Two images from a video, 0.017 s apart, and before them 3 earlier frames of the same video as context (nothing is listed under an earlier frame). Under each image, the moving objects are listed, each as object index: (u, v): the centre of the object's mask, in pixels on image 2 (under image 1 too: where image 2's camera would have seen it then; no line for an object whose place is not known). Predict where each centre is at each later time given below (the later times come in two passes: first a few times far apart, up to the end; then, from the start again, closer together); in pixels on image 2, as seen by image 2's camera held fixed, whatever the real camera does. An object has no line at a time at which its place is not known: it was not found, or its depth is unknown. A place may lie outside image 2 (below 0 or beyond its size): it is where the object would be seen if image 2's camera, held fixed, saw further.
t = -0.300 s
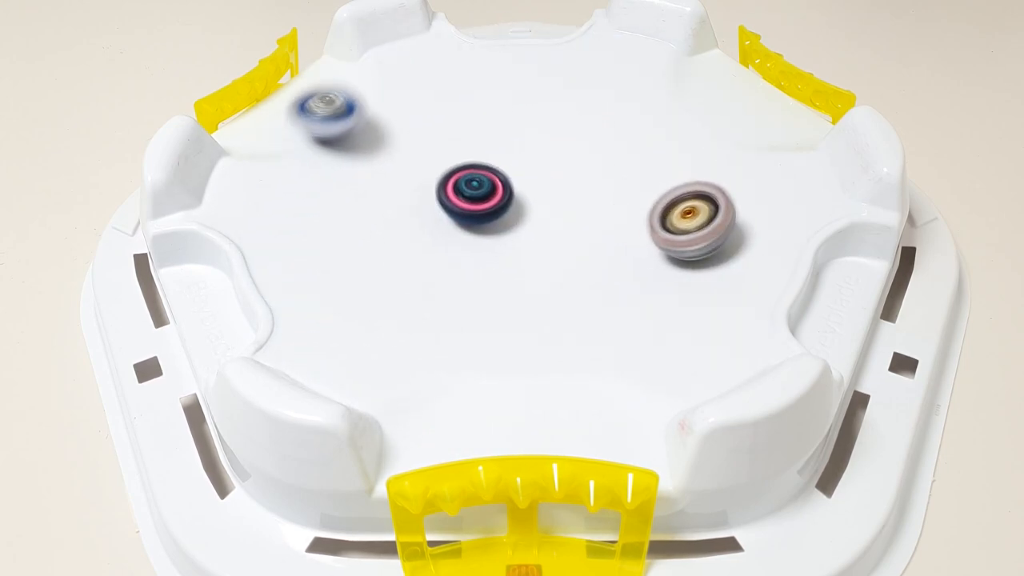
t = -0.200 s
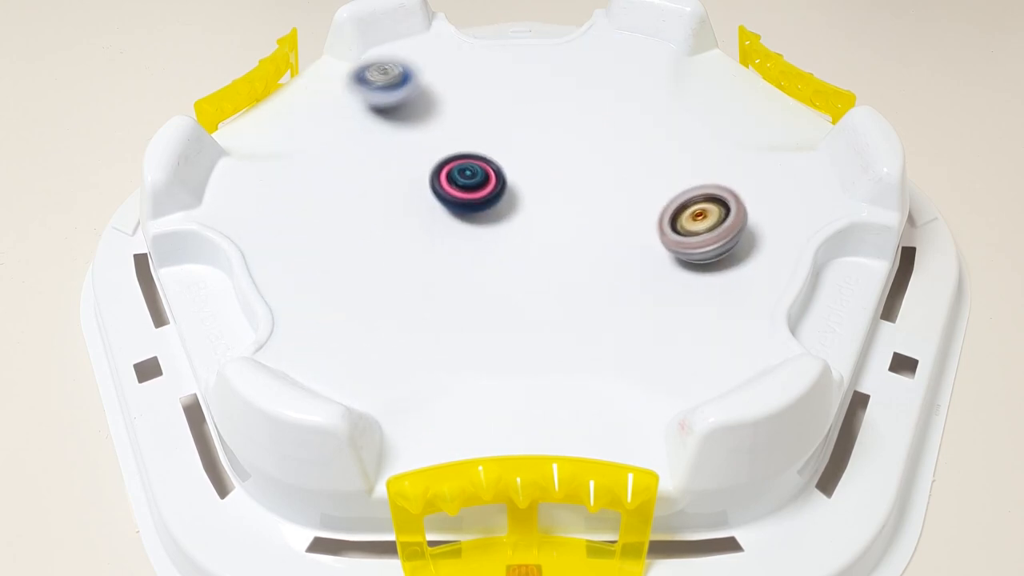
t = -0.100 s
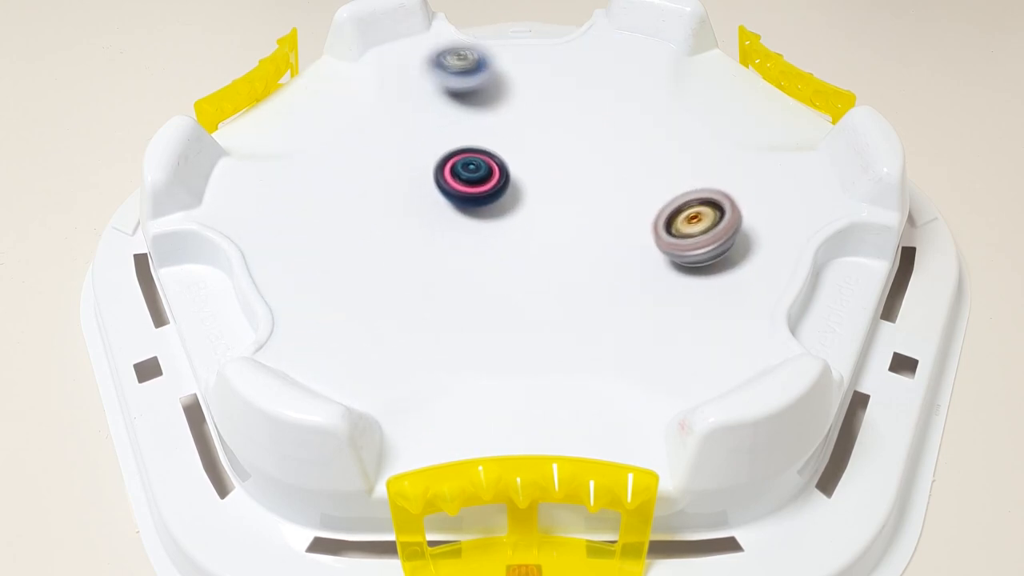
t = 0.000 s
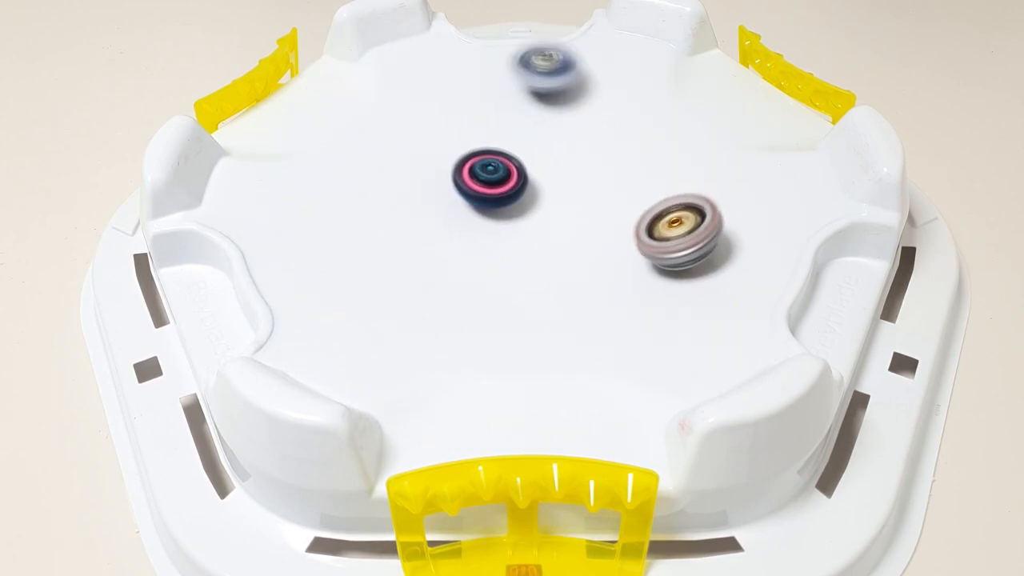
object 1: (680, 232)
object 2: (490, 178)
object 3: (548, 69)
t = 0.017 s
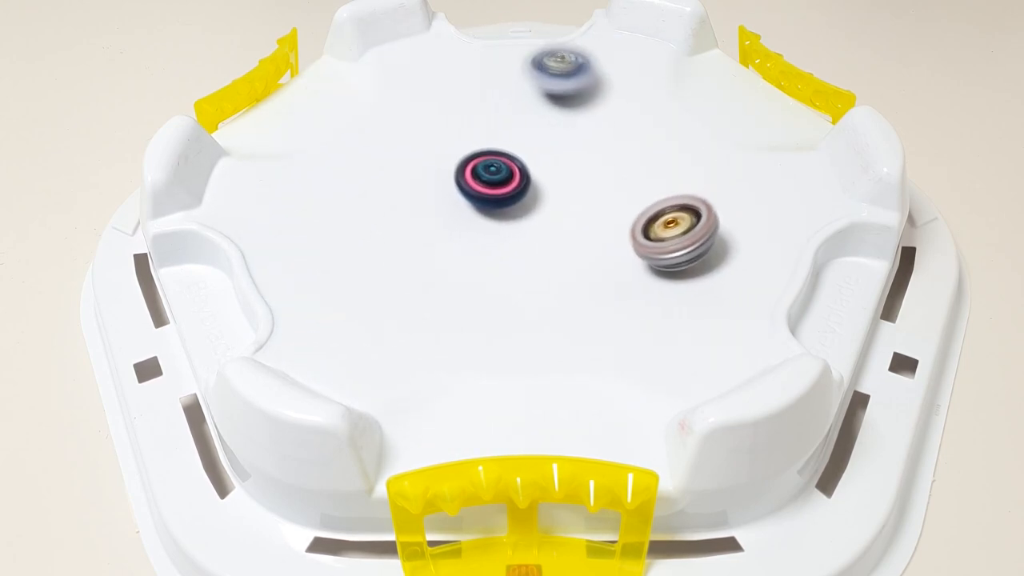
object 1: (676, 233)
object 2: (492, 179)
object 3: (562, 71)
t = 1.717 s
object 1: (452, 169)
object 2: (561, 273)
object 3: (648, 55)
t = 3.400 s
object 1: (502, 165)
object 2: (561, 250)
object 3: (631, 178)
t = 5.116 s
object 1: (523, 216)
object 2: (609, 244)
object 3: (600, 186)
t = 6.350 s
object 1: (451, 183)
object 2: (518, 239)
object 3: (607, 177)
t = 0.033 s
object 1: (671, 234)
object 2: (494, 180)
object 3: (578, 73)
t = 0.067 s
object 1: (661, 236)
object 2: (498, 182)
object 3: (605, 81)
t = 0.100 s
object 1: (650, 237)
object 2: (499, 185)
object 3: (634, 88)
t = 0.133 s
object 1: (638, 238)
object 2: (500, 189)
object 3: (658, 100)
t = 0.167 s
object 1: (625, 240)
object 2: (501, 193)
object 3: (683, 114)
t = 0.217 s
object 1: (604, 240)
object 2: (502, 200)
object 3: (711, 136)
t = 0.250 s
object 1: (589, 240)
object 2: (503, 203)
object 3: (726, 153)
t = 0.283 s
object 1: (573, 239)
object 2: (502, 206)
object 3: (735, 172)
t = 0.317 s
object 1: (558, 239)
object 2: (498, 208)
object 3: (741, 192)
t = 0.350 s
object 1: (551, 242)
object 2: (491, 207)
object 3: (742, 215)
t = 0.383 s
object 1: (543, 246)
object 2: (487, 206)
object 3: (738, 236)
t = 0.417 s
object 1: (533, 250)
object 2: (484, 204)
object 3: (728, 258)
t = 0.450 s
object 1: (521, 254)
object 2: (483, 203)
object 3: (714, 280)
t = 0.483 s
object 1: (511, 258)
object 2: (483, 202)
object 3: (693, 300)
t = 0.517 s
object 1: (500, 261)
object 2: (484, 201)
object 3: (667, 319)
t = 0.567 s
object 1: (485, 267)
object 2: (486, 202)
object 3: (622, 342)
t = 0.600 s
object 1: (477, 270)
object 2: (488, 203)
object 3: (589, 354)
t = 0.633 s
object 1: (470, 274)
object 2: (491, 206)
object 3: (554, 366)
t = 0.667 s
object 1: (464, 276)
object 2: (494, 209)
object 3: (523, 371)
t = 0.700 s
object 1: (459, 279)
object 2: (496, 212)
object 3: (493, 374)
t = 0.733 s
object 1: (456, 282)
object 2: (498, 214)
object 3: (465, 373)
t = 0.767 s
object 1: (453, 284)
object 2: (499, 217)
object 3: (441, 365)
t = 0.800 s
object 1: (452, 284)
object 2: (499, 218)
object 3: (424, 354)
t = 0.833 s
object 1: (453, 286)
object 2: (498, 220)
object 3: (406, 343)
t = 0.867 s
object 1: (465, 271)
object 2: (498, 219)
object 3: (373, 351)
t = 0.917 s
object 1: (482, 252)
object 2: (506, 203)
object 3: (339, 325)
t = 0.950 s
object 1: (490, 245)
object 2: (514, 191)
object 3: (335, 298)
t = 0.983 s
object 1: (498, 237)
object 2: (522, 179)
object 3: (335, 286)
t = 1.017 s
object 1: (505, 228)
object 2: (531, 170)
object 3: (339, 289)
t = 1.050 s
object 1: (512, 220)
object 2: (541, 165)
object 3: (340, 275)
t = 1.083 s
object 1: (515, 210)
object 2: (552, 160)
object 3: (342, 255)
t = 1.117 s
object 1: (515, 205)
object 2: (564, 160)
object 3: (346, 237)
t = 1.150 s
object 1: (509, 198)
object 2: (577, 159)
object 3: (353, 216)
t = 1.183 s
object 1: (504, 195)
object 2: (589, 162)
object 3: (363, 197)
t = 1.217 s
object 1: (496, 189)
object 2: (602, 168)
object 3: (375, 180)
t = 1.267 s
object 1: (482, 183)
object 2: (616, 179)
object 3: (400, 155)
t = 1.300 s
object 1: (479, 183)
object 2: (621, 189)
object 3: (413, 138)
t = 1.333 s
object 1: (483, 185)
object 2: (624, 199)
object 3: (424, 118)
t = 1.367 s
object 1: (487, 190)
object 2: (622, 209)
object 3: (438, 102)
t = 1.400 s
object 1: (489, 192)
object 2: (618, 218)
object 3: (454, 91)
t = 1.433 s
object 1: (491, 195)
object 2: (610, 226)
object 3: (473, 81)
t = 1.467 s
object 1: (491, 197)
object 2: (603, 233)
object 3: (493, 72)
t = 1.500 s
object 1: (491, 200)
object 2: (593, 239)
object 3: (514, 65)
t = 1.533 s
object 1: (490, 201)
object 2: (580, 243)
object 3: (536, 59)
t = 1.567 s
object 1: (490, 202)
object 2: (568, 247)
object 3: (558, 54)
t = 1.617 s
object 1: (489, 203)
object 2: (550, 250)
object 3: (590, 51)
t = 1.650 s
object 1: (489, 202)
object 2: (540, 251)
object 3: (609, 50)
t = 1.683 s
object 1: (470, 187)
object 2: (552, 263)
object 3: (629, 52)
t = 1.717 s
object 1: (452, 169)
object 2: (561, 273)
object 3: (648, 55)
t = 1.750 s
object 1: (439, 154)
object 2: (565, 280)
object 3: (664, 60)
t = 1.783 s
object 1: (427, 142)
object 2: (563, 286)
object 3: (684, 70)
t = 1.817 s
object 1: (417, 133)
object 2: (556, 290)
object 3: (701, 76)
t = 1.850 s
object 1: (409, 127)
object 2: (546, 294)
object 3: (716, 80)
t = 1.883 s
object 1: (402, 124)
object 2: (535, 295)
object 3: (726, 85)
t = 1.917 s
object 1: (396, 123)
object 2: (524, 295)
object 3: (733, 90)
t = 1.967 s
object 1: (390, 123)
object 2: (508, 292)
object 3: (738, 98)
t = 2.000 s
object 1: (388, 124)
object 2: (497, 289)
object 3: (739, 103)
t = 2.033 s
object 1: (387, 126)
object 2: (488, 285)
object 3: (737, 110)
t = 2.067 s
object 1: (388, 129)
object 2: (480, 280)
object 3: (734, 116)
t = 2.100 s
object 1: (390, 132)
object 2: (473, 274)
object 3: (728, 123)
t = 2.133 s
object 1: (393, 135)
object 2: (467, 267)
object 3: (719, 133)
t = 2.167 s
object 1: (397, 139)
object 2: (465, 260)
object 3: (711, 145)
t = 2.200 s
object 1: (402, 144)
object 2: (464, 253)
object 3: (702, 160)
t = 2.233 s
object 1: (409, 149)
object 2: (465, 246)
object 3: (690, 177)
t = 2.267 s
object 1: (416, 154)
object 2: (467, 239)
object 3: (677, 195)
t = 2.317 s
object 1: (429, 163)
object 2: (472, 228)
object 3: (652, 221)
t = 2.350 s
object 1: (437, 168)
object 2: (479, 223)
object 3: (630, 238)
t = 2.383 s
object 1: (440, 166)
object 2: (494, 223)
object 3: (604, 251)
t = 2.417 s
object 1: (443, 164)
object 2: (507, 222)
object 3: (573, 262)
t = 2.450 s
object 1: (448, 164)
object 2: (516, 215)
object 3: (544, 268)
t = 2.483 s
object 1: (452, 164)
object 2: (527, 213)
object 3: (515, 270)
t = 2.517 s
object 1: (456, 164)
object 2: (532, 213)
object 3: (485, 267)
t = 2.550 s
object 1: (462, 166)
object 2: (536, 211)
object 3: (458, 260)
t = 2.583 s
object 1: (466, 168)
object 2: (541, 208)
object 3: (433, 249)
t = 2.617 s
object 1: (470, 171)
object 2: (548, 207)
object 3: (412, 234)
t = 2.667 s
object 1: (477, 176)
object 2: (557, 205)
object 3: (389, 210)
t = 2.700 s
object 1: (484, 179)
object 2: (562, 205)
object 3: (379, 193)
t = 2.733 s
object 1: (490, 181)
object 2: (565, 204)
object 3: (374, 178)
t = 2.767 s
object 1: (486, 181)
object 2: (578, 205)
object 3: (373, 163)
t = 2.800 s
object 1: (480, 180)
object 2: (592, 206)
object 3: (374, 149)
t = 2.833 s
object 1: (477, 179)
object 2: (600, 207)
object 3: (378, 136)
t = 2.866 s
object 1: (476, 179)
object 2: (603, 208)
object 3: (384, 124)
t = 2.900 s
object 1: (476, 179)
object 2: (605, 210)
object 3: (394, 113)
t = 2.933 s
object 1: (480, 180)
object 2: (606, 212)
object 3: (404, 103)
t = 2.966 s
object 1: (485, 181)
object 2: (605, 214)
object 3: (419, 96)
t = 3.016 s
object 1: (492, 183)
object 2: (602, 217)
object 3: (443, 89)
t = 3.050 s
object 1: (498, 184)
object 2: (599, 218)
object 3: (462, 86)
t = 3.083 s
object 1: (503, 184)
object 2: (596, 219)
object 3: (479, 85)
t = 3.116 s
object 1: (508, 184)
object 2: (591, 220)
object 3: (499, 88)
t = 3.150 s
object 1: (513, 185)
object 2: (586, 221)
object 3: (518, 91)
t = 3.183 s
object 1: (517, 184)
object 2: (581, 222)
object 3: (539, 98)
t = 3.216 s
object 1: (510, 178)
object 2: (587, 227)
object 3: (558, 108)
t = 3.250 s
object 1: (504, 172)
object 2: (590, 230)
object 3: (575, 118)
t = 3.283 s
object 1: (499, 167)
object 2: (590, 231)
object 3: (592, 133)
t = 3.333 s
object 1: (499, 164)
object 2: (585, 234)
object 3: (611, 156)
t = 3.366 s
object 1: (500, 164)
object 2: (579, 234)
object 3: (619, 174)
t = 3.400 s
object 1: (502, 165)
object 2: (561, 250)
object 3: (631, 178)
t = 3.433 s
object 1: (504, 167)
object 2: (524, 279)
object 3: (652, 156)
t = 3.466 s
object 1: (506, 171)
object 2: (484, 301)
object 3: (670, 139)
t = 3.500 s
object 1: (507, 174)
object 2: (444, 317)
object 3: (682, 125)
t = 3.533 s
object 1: (509, 178)
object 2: (405, 329)
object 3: (691, 117)
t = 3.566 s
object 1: (511, 181)
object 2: (370, 335)
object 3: (700, 112)
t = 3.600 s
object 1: (513, 184)
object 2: (342, 337)
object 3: (704, 110)
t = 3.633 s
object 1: (515, 187)
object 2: (317, 333)
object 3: (708, 111)
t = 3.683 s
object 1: (518, 192)
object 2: (295, 321)
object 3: (713, 119)
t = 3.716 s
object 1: (518, 193)
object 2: (286, 312)
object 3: (717, 127)
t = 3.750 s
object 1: (520, 196)
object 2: (281, 300)
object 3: (718, 134)
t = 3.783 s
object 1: (521, 197)
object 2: (285, 287)
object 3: (718, 145)
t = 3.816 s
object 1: (523, 198)
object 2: (291, 281)
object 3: (720, 157)
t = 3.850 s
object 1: (526, 199)
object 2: (296, 268)
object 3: (718, 170)
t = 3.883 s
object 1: (529, 202)
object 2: (304, 258)
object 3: (714, 185)
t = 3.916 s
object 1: (532, 202)
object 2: (310, 247)
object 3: (706, 200)
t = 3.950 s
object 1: (535, 204)
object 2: (317, 239)
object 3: (695, 215)
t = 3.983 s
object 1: (536, 204)
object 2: (325, 229)
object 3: (679, 227)
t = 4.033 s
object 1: (537, 205)
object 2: (337, 216)
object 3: (649, 246)
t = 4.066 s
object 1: (537, 205)
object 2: (345, 208)
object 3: (624, 257)
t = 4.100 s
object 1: (538, 205)
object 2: (354, 201)
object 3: (598, 267)
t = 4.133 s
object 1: (537, 205)
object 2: (363, 195)
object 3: (566, 270)
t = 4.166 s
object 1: (536, 204)
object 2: (372, 189)
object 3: (539, 272)
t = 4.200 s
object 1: (535, 203)
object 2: (383, 183)
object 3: (513, 269)
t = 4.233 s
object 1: (534, 204)
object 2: (395, 178)
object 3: (487, 261)
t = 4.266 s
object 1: (534, 204)
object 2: (407, 173)
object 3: (467, 253)
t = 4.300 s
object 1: (534, 204)
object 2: (421, 169)
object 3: (450, 243)
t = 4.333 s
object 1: (534, 204)
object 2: (435, 164)
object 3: (434, 227)
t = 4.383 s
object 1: (533, 205)
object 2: (457, 158)
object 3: (419, 204)
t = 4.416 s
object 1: (533, 206)
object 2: (471, 157)
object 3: (413, 189)
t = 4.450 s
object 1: (533, 206)
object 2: (485, 156)
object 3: (411, 175)
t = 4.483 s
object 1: (534, 207)
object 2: (498, 155)
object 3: (412, 162)
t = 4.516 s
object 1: (535, 209)
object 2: (512, 154)
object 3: (416, 147)
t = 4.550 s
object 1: (537, 210)
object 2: (525, 154)
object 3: (423, 134)
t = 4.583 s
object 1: (538, 211)
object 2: (538, 155)
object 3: (430, 123)
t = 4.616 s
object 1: (539, 213)
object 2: (550, 157)
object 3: (440, 114)
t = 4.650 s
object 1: (539, 214)
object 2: (561, 160)
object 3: (451, 107)
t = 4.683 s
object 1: (539, 216)
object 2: (571, 163)
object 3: (465, 101)
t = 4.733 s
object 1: (536, 218)
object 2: (585, 170)
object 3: (488, 95)
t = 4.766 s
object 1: (535, 219)
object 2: (592, 173)
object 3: (503, 94)
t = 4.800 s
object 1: (532, 219)
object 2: (599, 178)
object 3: (518, 95)
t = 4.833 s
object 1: (530, 218)
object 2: (604, 182)
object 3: (535, 100)
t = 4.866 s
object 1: (529, 218)
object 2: (608, 186)
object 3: (550, 105)
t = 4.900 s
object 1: (528, 218)
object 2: (611, 191)
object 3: (565, 114)
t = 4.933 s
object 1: (527, 218)
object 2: (614, 195)
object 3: (579, 125)
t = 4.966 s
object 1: (526, 217)
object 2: (615, 199)
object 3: (591, 139)
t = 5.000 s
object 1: (525, 217)
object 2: (617, 206)
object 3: (599, 150)
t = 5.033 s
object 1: (525, 216)
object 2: (619, 217)
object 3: (601, 159)
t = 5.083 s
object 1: (526, 214)
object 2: (615, 234)
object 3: (601, 177)
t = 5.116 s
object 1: (523, 216)
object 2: (609, 244)
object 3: (600, 186)
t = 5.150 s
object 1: (508, 221)
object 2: (603, 255)
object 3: (605, 189)
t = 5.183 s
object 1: (496, 224)
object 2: (593, 262)
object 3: (606, 195)
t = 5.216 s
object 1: (486, 225)
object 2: (584, 266)
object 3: (603, 201)
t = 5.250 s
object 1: (481, 226)
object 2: (573, 271)
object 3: (597, 210)
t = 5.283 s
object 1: (479, 225)
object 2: (562, 273)
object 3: (588, 217)
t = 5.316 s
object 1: (478, 225)
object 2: (547, 286)
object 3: (575, 218)
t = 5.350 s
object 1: (478, 225)
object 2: (530, 294)
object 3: (561, 217)
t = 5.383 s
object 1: (456, 225)
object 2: (513, 299)
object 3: (563, 212)
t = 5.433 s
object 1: (423, 224)
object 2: (495, 300)
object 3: (564, 205)
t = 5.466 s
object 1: (406, 224)
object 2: (483, 298)
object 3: (562, 202)
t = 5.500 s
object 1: (392, 223)
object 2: (474, 297)
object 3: (560, 198)
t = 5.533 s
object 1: (382, 223)
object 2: (466, 293)
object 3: (558, 195)
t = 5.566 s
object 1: (374, 223)
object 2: (460, 289)
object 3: (557, 192)
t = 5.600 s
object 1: (369, 223)
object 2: (454, 284)
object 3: (556, 189)
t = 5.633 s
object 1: (368, 225)
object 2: (448, 279)
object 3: (556, 187)
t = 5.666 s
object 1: (369, 226)
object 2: (442, 273)
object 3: (556, 185)
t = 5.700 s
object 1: (369, 226)
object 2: (441, 268)
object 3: (557, 183)
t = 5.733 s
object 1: (367, 224)
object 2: (444, 264)
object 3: (558, 183)
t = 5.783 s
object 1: (366, 218)
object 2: (451, 258)
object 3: (558, 183)
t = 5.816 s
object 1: (366, 216)
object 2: (456, 253)
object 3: (557, 185)
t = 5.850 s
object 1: (370, 214)
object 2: (459, 248)
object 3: (555, 187)
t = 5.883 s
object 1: (374, 212)
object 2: (464, 244)
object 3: (551, 189)
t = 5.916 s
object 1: (380, 211)
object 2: (468, 240)
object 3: (547, 190)
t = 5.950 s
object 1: (387, 211)
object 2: (473, 236)
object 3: (541, 192)
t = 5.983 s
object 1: (394, 210)
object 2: (475, 235)
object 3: (537, 190)
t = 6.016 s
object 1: (392, 206)
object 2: (480, 242)
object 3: (541, 178)
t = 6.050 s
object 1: (392, 203)
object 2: (487, 247)
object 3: (547, 167)
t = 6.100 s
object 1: (394, 200)
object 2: (496, 249)
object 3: (558, 156)
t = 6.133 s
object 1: (398, 197)
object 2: (500, 249)
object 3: (568, 151)
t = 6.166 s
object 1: (404, 197)
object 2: (504, 247)
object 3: (577, 149)
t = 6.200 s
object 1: (410, 195)
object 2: (506, 246)
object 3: (587, 150)
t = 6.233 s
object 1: (419, 193)
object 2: (509, 245)
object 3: (596, 153)
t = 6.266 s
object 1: (428, 191)
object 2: (512, 243)
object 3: (603, 159)
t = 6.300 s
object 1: (438, 188)
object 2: (515, 241)
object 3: (607, 167)
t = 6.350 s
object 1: (451, 183)
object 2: (518, 239)
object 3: (607, 177)
